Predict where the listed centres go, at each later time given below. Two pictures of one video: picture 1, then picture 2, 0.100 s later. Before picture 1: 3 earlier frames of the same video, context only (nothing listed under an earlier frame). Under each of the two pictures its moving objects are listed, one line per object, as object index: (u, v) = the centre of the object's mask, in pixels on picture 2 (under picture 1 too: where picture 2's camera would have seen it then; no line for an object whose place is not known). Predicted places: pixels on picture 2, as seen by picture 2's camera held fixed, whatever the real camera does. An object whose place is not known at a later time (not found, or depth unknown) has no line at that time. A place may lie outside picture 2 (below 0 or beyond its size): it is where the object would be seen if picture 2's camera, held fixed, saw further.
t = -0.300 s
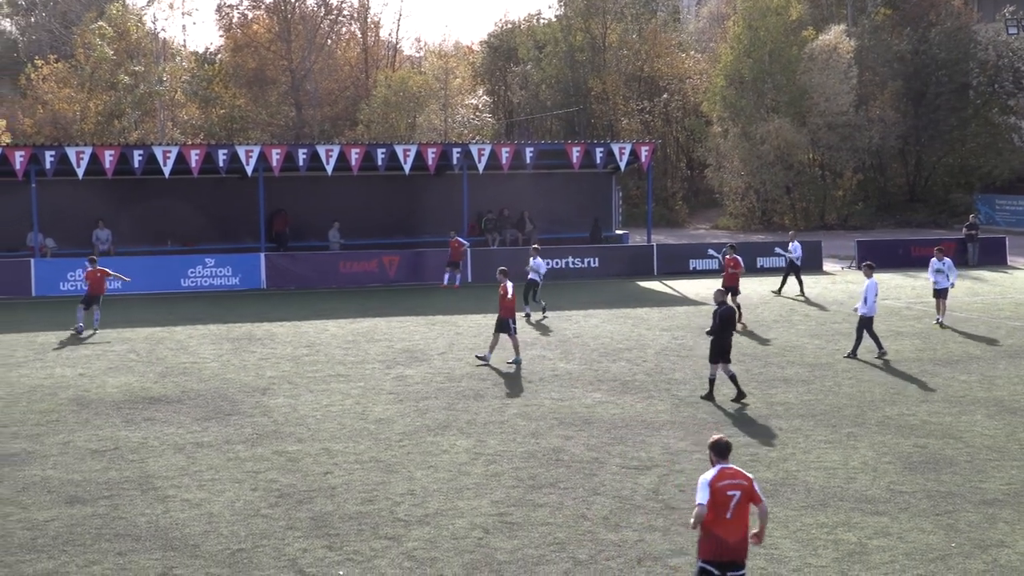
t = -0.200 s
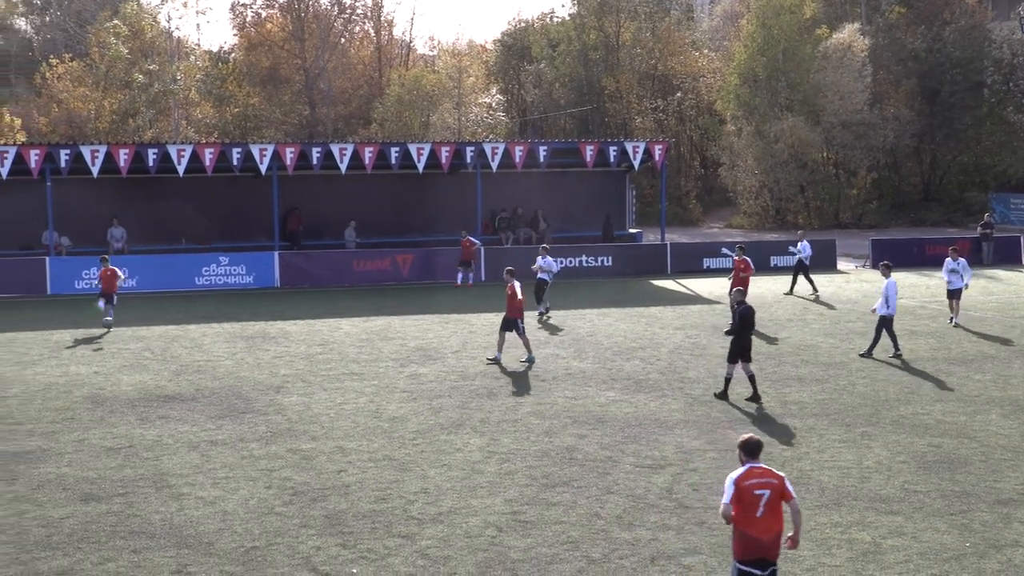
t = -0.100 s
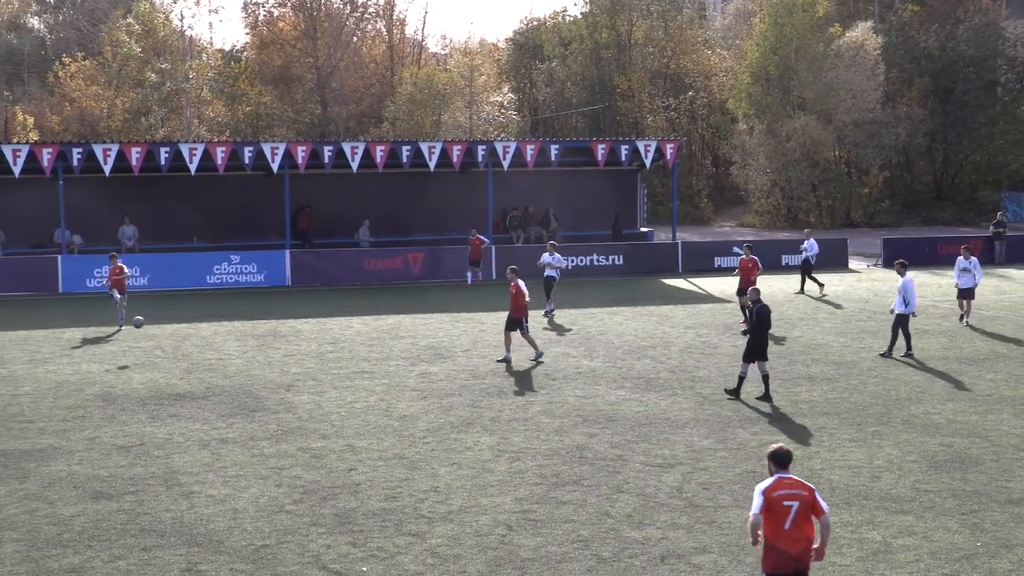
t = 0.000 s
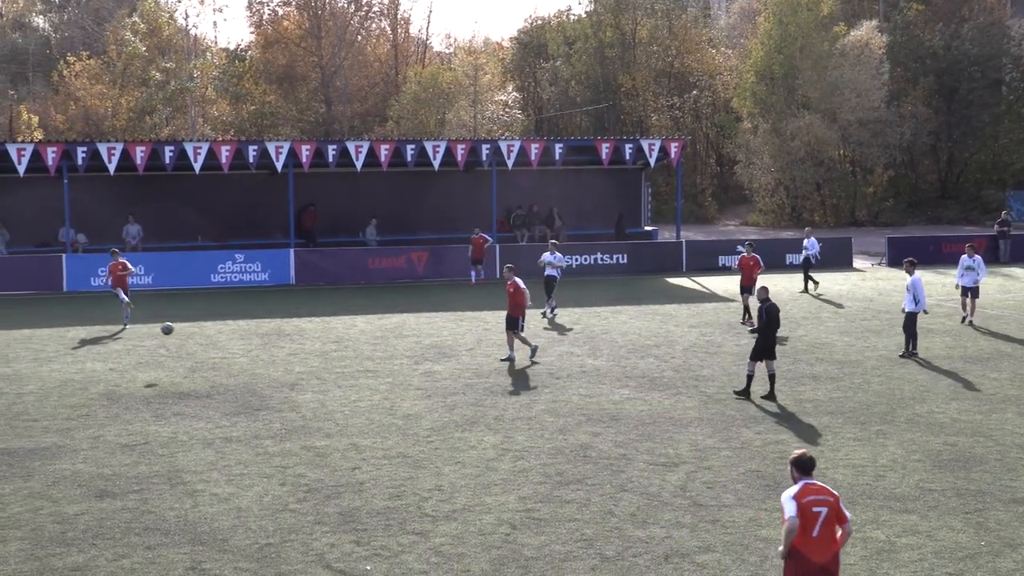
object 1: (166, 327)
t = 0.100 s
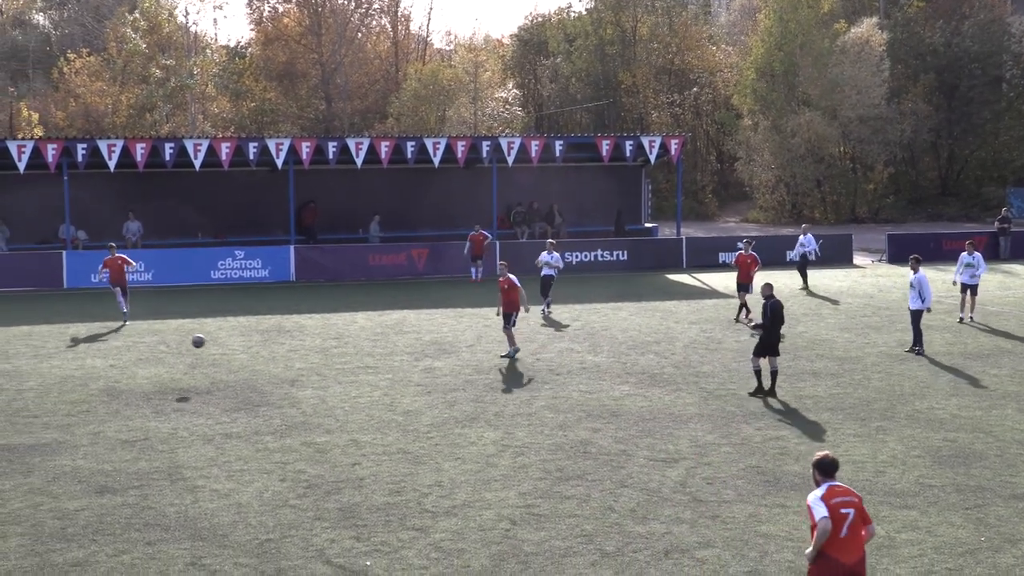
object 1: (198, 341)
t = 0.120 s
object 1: (205, 344)
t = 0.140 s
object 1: (212, 348)
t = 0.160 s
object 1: (220, 353)
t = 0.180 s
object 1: (228, 358)
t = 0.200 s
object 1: (237, 364)
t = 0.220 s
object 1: (245, 369)
